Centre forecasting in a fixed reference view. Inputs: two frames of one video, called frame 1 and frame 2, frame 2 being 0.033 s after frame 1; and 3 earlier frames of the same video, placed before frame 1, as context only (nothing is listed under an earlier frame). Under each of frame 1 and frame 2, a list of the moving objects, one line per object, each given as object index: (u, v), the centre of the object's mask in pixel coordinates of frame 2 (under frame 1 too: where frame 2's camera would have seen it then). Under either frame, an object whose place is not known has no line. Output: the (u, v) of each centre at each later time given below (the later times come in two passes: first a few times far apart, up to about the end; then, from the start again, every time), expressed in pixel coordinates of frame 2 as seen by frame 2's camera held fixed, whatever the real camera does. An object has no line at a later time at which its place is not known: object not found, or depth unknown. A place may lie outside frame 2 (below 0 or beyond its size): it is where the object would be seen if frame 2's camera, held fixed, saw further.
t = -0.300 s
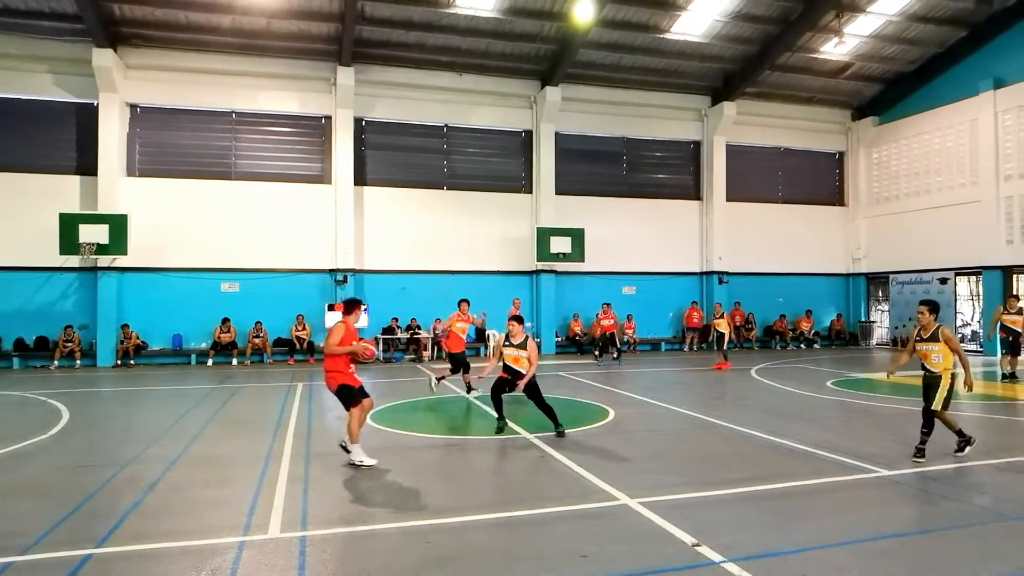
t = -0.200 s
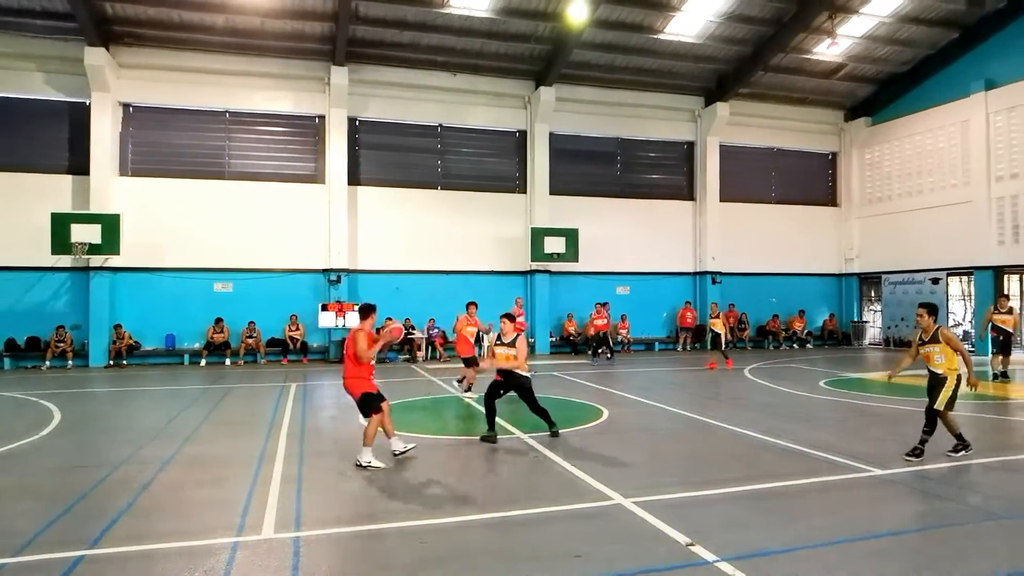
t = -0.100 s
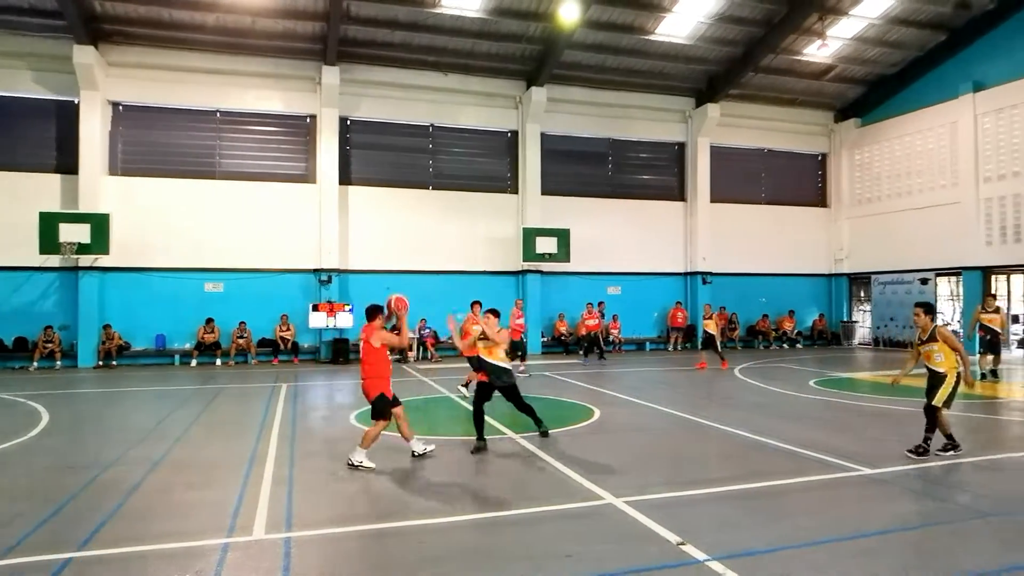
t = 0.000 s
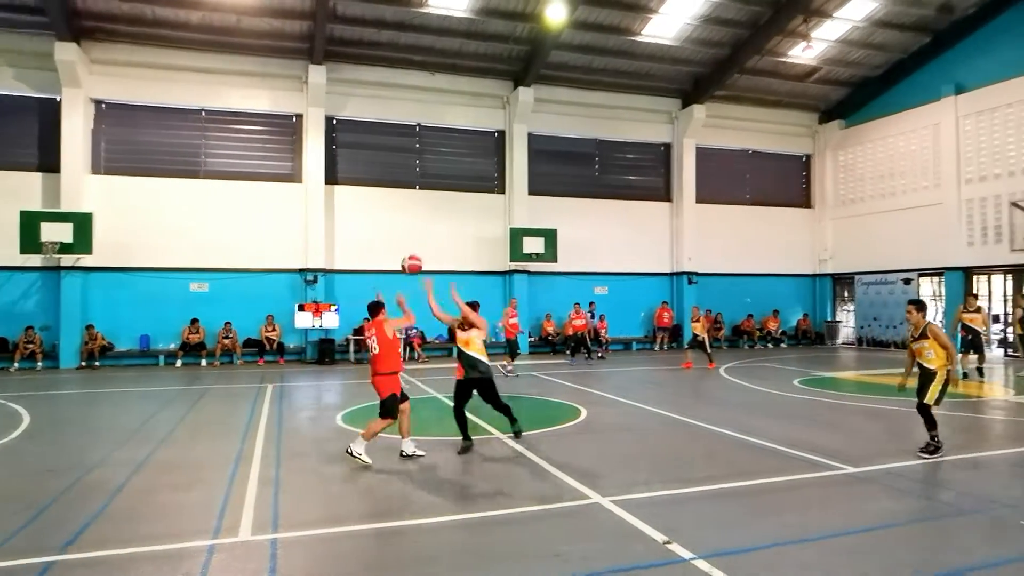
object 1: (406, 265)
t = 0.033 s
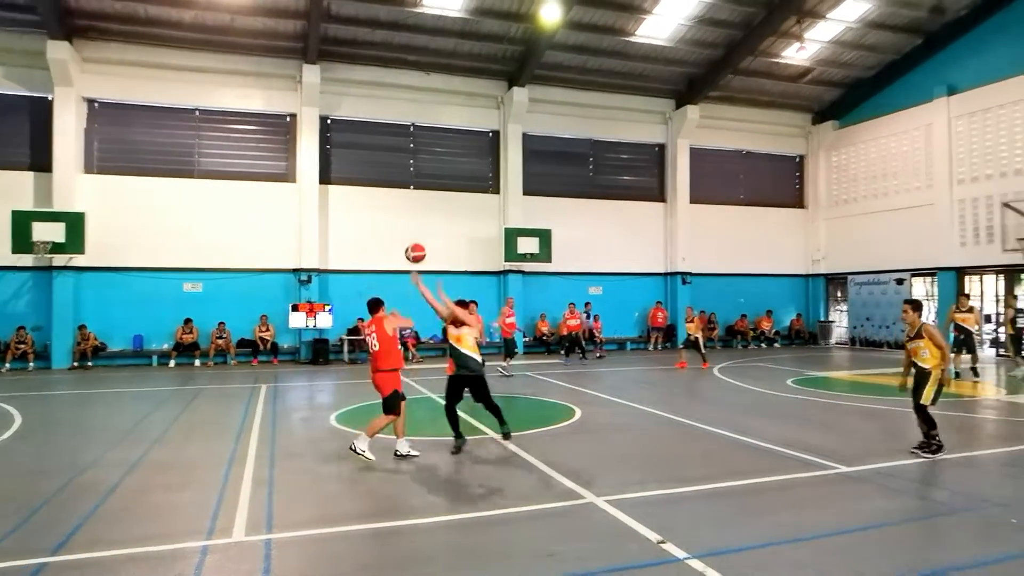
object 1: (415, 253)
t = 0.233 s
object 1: (462, 211)
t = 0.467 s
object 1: (503, 207)
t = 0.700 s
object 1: (536, 234)
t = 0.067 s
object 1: (424, 243)
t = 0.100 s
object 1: (432, 234)
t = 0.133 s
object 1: (440, 227)
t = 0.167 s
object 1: (448, 220)
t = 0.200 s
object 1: (455, 216)
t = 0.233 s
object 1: (462, 211)
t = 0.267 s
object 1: (469, 208)
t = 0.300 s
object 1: (475, 206)
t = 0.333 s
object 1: (481, 204)
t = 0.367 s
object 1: (487, 204)
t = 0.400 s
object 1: (493, 204)
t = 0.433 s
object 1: (498, 205)
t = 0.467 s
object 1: (503, 207)
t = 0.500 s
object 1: (509, 209)
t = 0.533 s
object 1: (513, 212)
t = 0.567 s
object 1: (518, 215)
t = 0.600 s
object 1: (523, 219)
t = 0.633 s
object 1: (527, 223)
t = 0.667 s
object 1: (531, 228)
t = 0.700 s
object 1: (536, 234)
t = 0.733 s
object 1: (539, 240)
